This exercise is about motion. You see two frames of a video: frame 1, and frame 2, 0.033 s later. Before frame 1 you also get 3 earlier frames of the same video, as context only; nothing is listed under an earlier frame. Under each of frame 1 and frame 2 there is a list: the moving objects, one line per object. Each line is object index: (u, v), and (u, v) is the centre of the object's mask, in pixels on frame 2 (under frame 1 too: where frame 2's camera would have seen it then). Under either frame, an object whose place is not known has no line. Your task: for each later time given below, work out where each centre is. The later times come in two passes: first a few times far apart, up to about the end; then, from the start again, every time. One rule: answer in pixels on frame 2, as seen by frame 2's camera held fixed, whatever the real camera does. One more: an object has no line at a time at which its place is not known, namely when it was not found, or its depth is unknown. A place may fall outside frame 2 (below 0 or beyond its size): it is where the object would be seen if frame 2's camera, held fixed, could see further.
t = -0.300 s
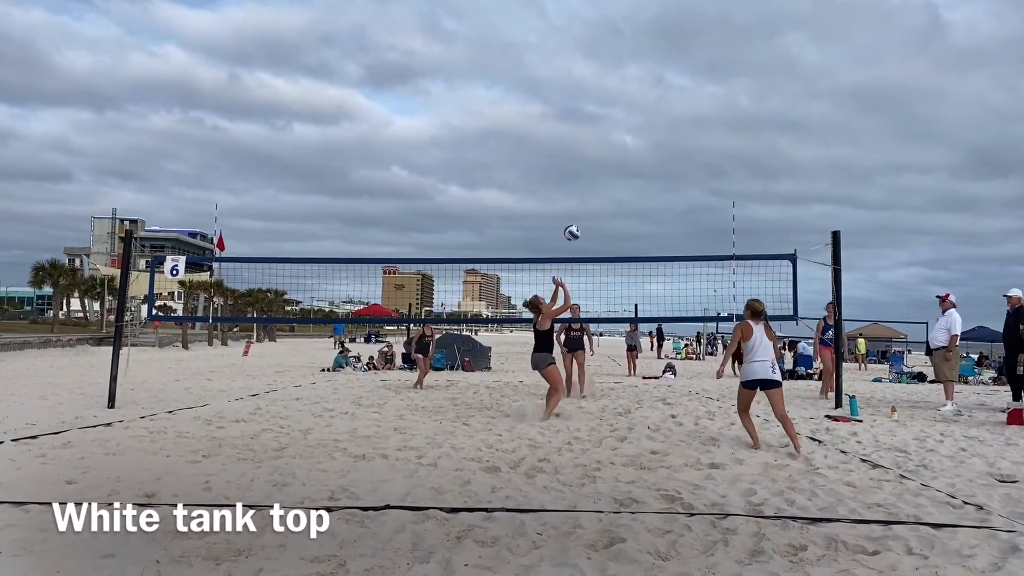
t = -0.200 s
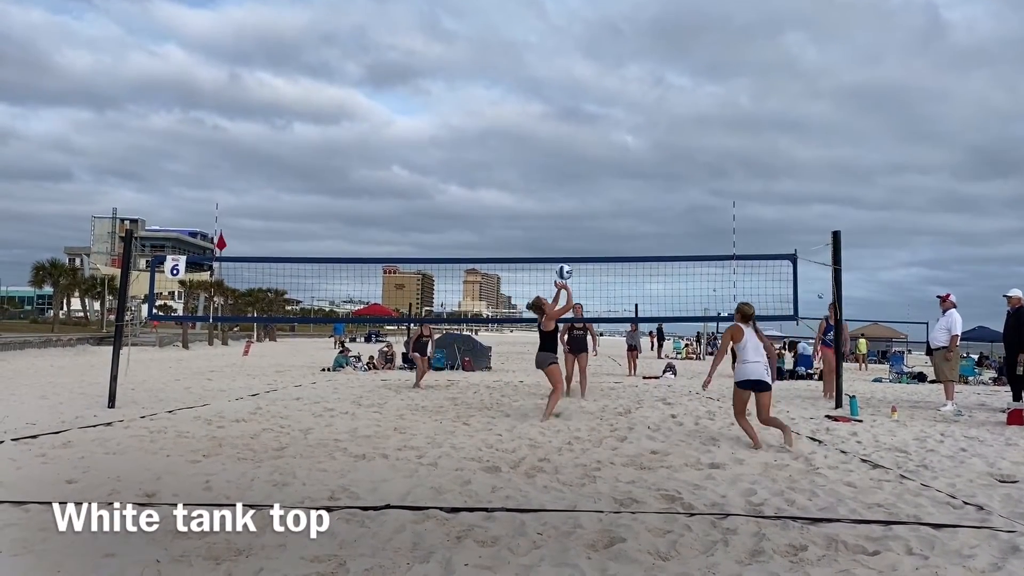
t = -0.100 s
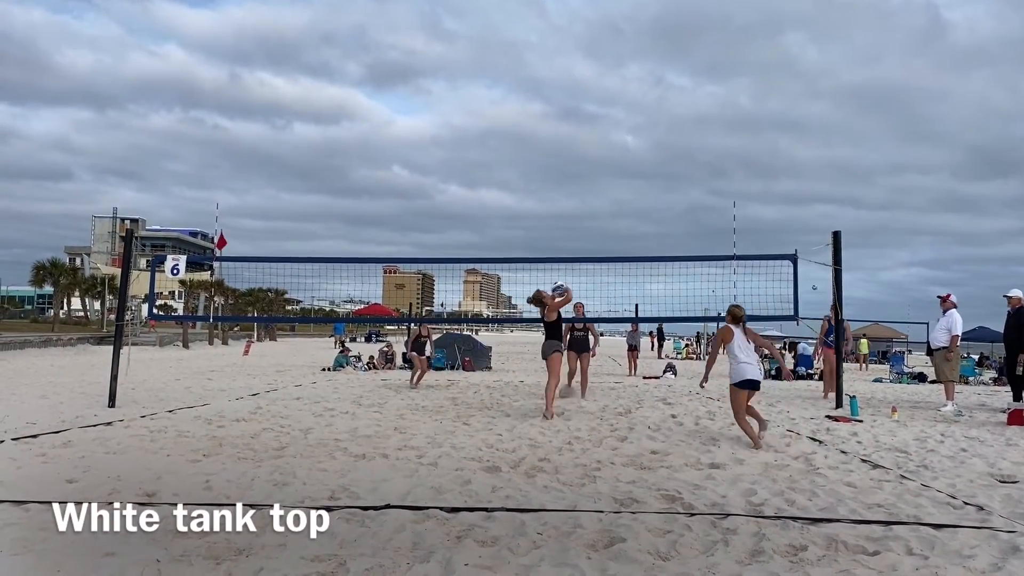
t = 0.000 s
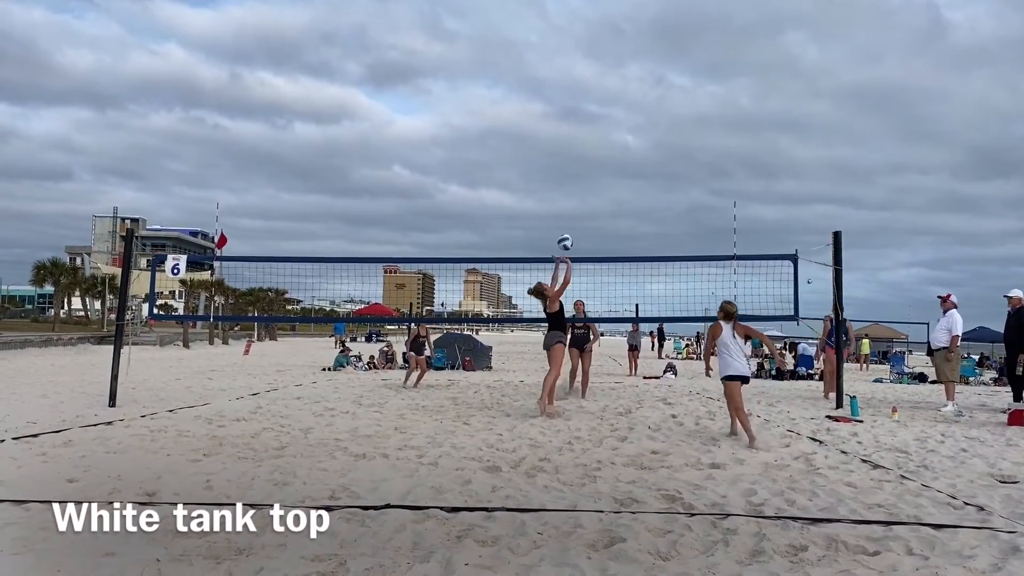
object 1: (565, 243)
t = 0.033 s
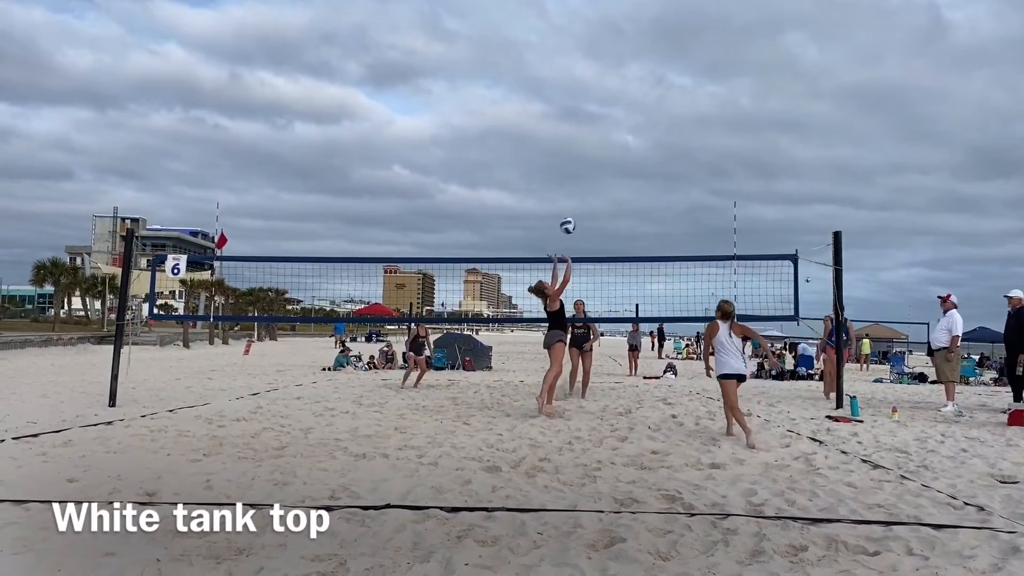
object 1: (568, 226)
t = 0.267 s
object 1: (585, 136)
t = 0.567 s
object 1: (607, 83)
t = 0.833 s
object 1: (625, 89)
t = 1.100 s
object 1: (641, 141)
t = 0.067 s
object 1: (570, 210)
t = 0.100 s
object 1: (573, 195)
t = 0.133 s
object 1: (575, 181)
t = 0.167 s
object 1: (578, 169)
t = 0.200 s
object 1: (580, 157)
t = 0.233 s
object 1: (583, 146)
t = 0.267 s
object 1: (585, 136)
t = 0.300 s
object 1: (587, 127)
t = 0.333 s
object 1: (589, 118)
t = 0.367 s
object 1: (592, 111)
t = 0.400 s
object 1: (595, 104)
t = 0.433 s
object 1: (597, 98)
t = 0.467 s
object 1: (600, 93)
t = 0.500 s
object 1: (603, 89)
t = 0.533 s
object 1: (605, 85)
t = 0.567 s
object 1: (607, 83)
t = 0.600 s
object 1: (609, 81)
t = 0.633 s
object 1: (611, 80)
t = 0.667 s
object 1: (614, 79)
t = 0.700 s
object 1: (616, 80)
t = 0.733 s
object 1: (618, 81)
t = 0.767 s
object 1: (620, 83)
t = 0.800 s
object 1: (623, 85)
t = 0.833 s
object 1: (625, 89)
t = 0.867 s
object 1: (627, 93)
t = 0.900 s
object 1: (629, 98)
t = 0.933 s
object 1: (631, 103)
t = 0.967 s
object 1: (633, 109)
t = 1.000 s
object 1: (635, 116)
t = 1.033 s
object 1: (637, 124)
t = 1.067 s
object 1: (639, 132)
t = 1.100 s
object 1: (641, 141)
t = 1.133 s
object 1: (643, 151)
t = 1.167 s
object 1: (645, 161)
